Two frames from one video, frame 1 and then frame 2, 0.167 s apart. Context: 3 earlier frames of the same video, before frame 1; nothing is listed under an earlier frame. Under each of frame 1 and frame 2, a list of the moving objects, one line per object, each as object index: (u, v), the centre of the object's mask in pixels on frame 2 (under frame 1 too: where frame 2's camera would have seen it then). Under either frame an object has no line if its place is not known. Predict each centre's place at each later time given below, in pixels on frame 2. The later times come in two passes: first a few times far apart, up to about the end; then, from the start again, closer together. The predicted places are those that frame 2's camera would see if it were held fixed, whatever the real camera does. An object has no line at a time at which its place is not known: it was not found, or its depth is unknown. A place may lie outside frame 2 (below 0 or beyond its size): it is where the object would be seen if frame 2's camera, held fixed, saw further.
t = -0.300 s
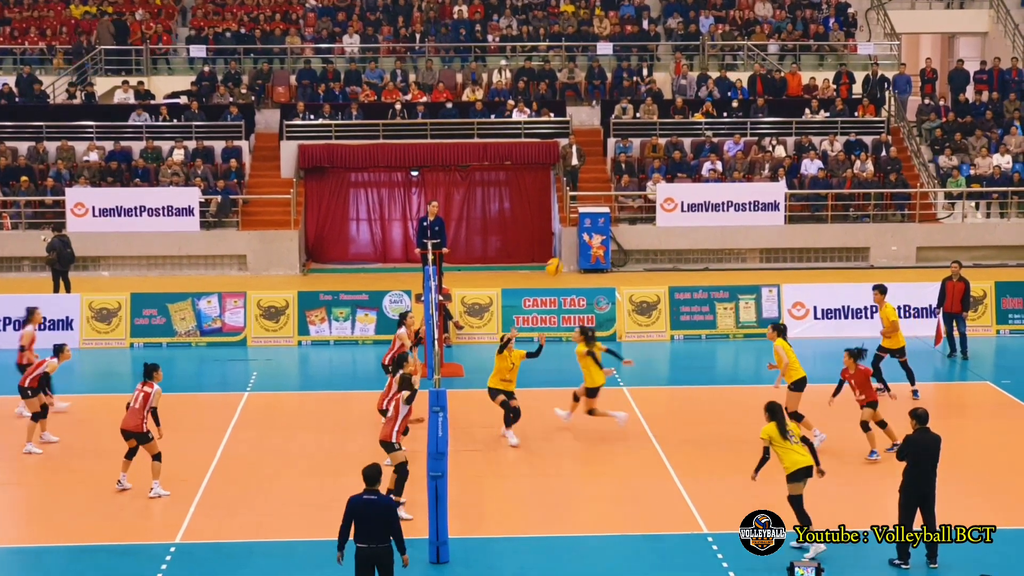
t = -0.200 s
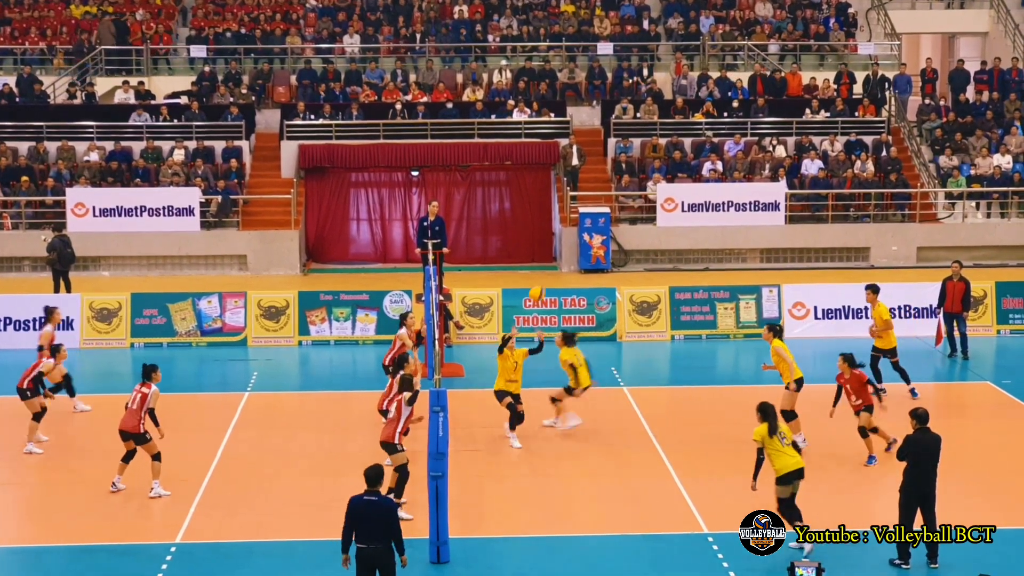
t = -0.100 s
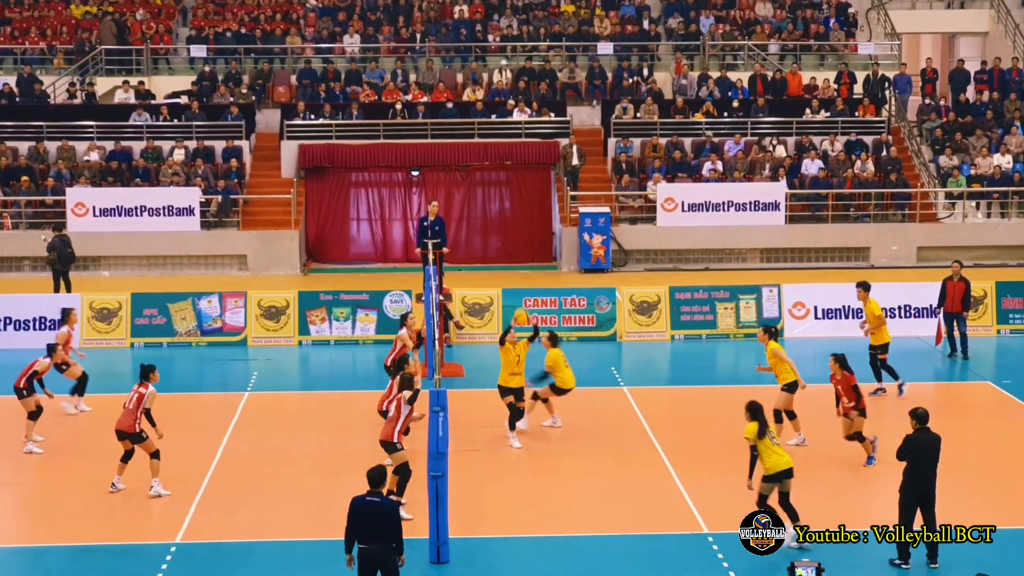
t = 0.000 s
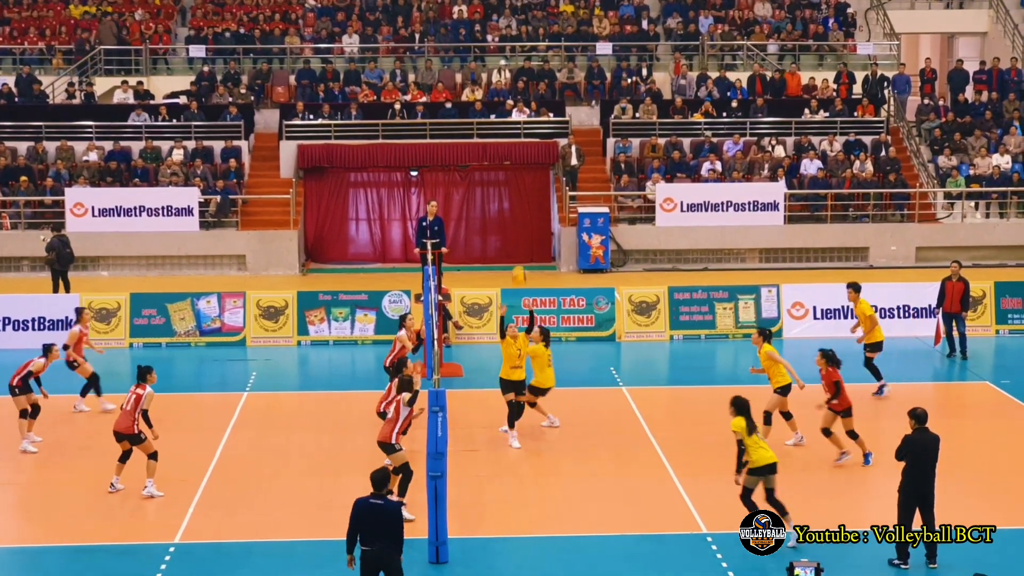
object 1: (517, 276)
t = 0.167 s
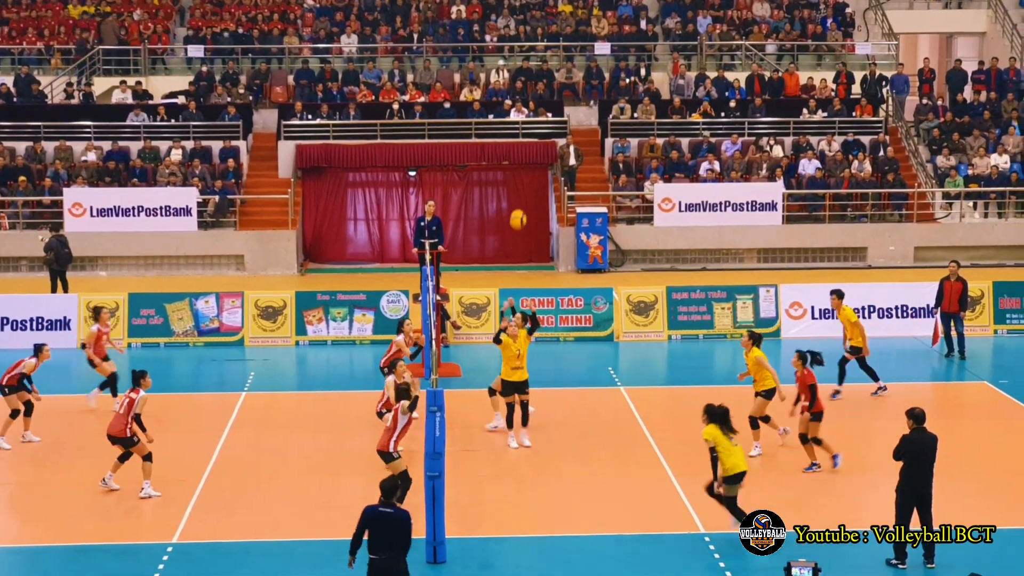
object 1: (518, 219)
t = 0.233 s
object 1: (518, 203)
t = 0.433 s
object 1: (519, 171)
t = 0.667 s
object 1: (520, 173)
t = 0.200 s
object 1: (518, 211)
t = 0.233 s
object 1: (518, 203)
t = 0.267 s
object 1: (518, 195)
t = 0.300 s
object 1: (518, 189)
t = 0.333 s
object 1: (518, 183)
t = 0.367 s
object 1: (519, 178)
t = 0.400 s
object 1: (519, 174)
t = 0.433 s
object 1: (519, 171)
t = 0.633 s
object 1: (520, 170)
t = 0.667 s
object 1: (520, 173)
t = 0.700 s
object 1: (521, 177)
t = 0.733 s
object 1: (521, 182)
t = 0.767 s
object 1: (521, 188)
